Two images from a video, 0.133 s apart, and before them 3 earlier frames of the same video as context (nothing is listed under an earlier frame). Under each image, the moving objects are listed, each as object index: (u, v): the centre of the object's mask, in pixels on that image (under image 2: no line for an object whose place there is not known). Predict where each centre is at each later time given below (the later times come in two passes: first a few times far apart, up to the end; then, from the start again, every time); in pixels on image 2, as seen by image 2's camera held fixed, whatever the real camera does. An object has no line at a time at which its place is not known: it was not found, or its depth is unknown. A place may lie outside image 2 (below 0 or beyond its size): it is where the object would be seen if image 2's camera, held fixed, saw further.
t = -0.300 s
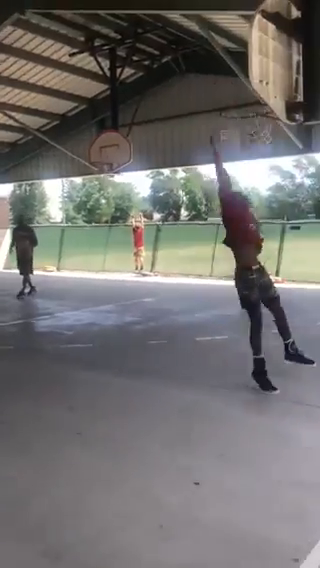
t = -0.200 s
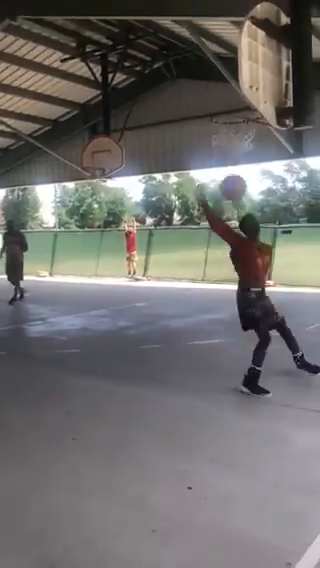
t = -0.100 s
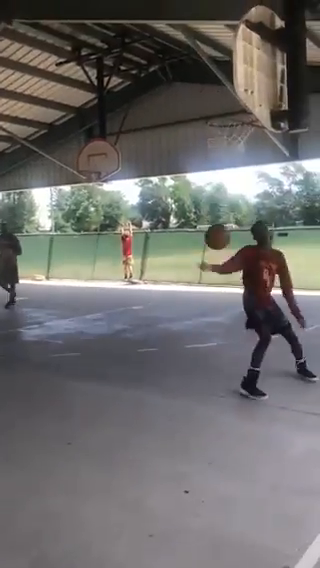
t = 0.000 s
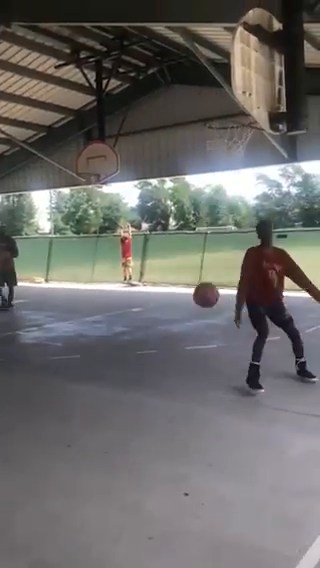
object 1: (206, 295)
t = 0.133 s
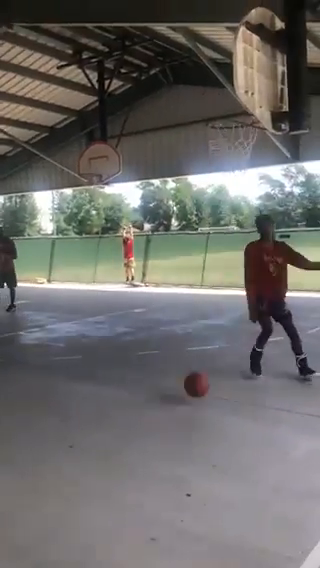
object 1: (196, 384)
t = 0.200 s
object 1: (184, 366)
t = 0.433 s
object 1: (141, 268)
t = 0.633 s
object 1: (104, 229)
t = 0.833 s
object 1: (71, 232)
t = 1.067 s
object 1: (33, 292)
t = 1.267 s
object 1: (1, 387)
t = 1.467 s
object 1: (-24, 331)
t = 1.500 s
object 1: (-28, 322)
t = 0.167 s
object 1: (191, 384)
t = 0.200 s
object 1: (184, 366)
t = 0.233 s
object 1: (178, 349)
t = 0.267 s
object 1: (172, 333)
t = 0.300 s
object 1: (165, 317)
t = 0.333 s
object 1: (159, 303)
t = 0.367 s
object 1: (153, 291)
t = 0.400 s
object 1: (147, 278)
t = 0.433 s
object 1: (141, 268)
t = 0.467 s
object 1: (134, 259)
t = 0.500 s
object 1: (128, 250)
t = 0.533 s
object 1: (122, 243)
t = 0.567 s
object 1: (116, 238)
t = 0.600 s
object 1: (110, 233)
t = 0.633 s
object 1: (104, 229)
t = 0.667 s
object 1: (97, 227)
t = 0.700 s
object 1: (91, 226)
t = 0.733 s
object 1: (86, 226)
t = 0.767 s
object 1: (81, 227)
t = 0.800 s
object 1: (75, 229)
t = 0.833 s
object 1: (71, 232)
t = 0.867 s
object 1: (64, 238)
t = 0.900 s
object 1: (59, 245)
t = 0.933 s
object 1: (54, 251)
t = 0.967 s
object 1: (49, 259)
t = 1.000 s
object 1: (43, 269)
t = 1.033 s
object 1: (38, 280)
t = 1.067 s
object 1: (33, 292)
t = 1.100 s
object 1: (27, 305)
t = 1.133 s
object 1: (22, 319)
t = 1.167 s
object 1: (17, 335)
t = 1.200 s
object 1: (11, 351)
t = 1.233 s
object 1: (6, 369)
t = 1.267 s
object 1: (1, 387)
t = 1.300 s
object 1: (-4, 395)
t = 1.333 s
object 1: (-8, 380)
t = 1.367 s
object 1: (-12, 366)
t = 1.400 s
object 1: (-16, 353)
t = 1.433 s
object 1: (-21, 341)
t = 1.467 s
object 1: (-24, 331)
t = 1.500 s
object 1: (-28, 322)
